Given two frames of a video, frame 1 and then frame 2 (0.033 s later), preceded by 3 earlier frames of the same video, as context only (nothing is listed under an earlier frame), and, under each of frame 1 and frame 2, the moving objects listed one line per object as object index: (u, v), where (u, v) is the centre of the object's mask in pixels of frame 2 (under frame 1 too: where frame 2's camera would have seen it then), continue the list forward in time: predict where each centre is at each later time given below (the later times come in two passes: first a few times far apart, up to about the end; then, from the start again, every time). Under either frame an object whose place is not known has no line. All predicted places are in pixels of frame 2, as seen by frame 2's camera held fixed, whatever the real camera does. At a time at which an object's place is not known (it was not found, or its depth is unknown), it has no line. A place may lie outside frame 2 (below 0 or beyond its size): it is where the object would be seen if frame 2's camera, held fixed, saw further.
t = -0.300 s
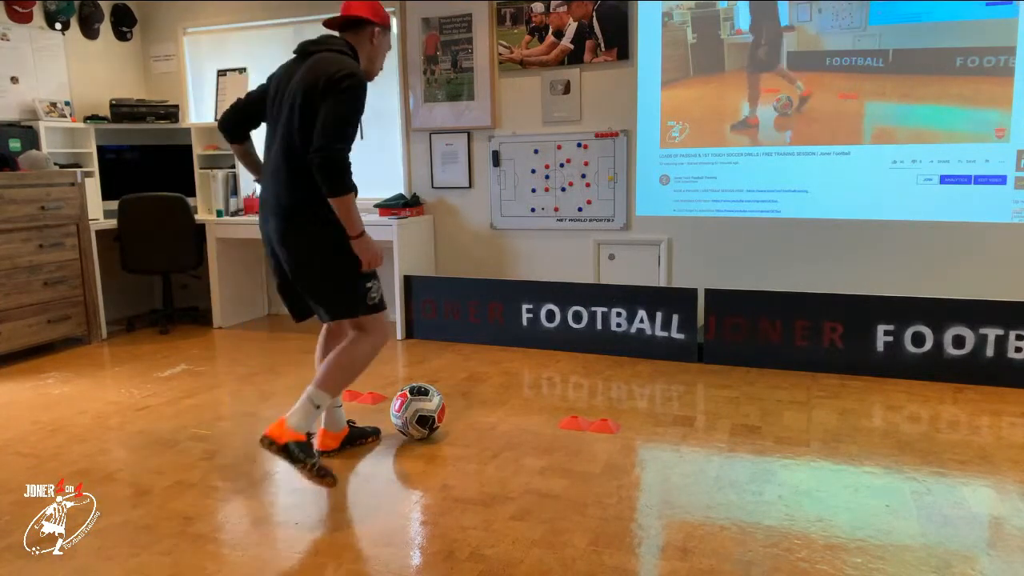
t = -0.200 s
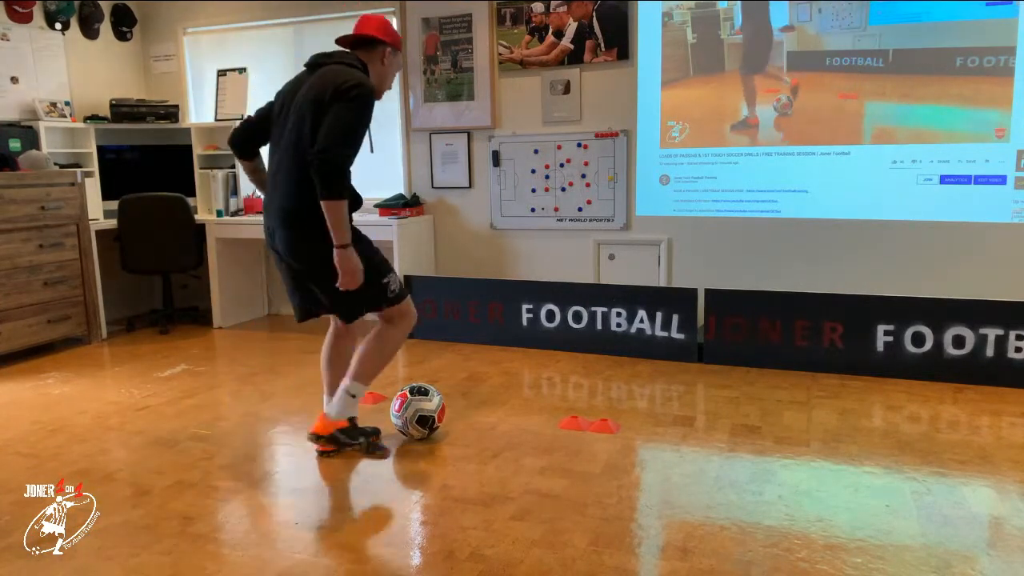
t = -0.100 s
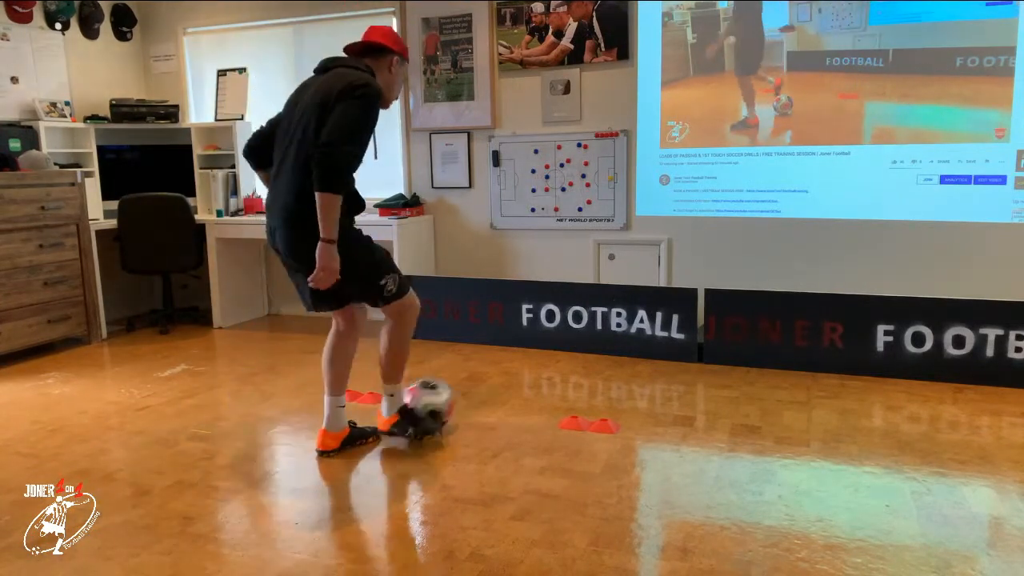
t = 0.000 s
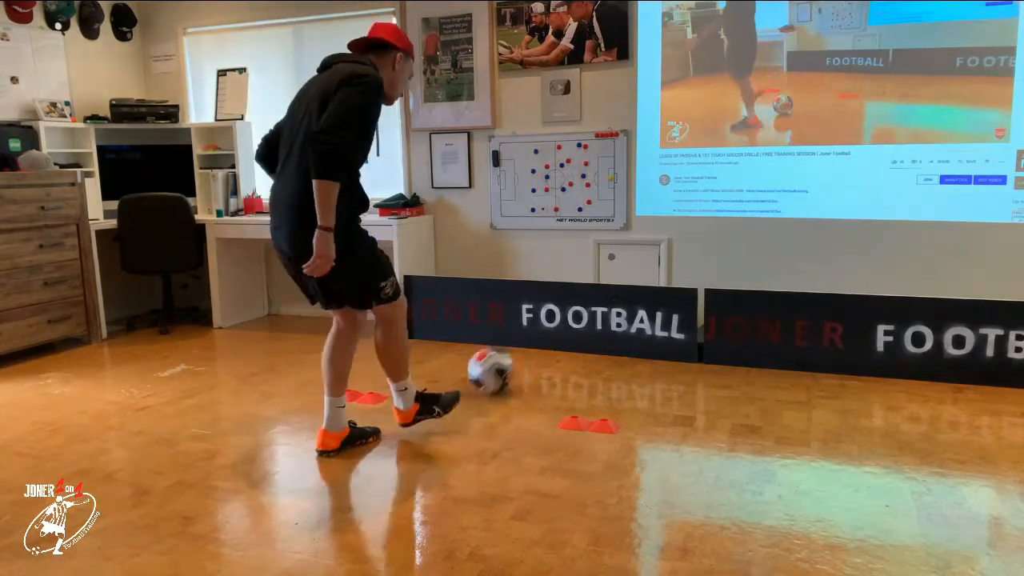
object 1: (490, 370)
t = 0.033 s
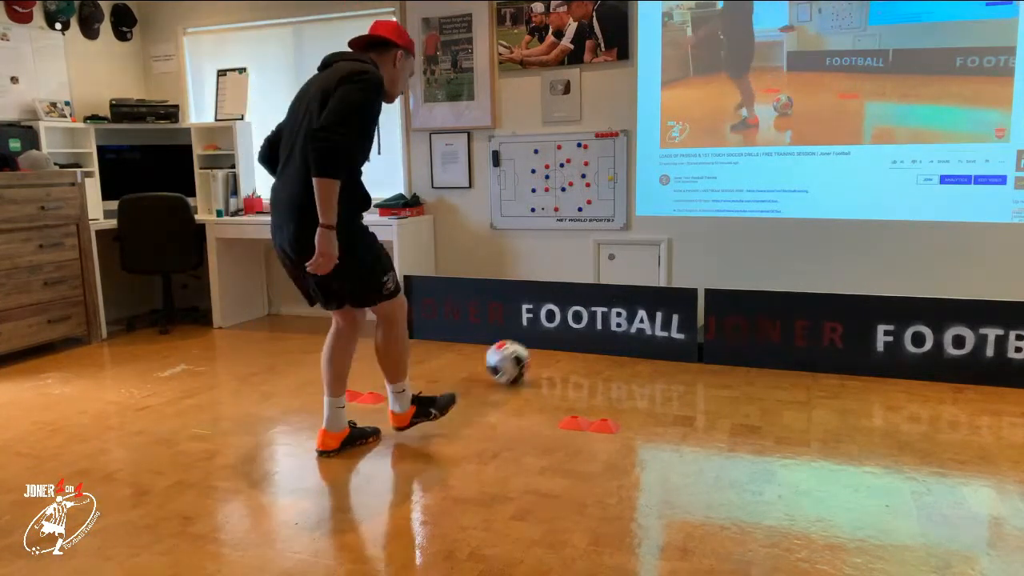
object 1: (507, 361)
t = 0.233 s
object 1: (545, 343)
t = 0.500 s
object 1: (512, 377)
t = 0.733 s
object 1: (486, 405)
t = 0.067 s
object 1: (522, 352)
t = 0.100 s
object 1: (536, 346)
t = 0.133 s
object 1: (547, 340)
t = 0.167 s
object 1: (554, 336)
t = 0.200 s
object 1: (549, 338)
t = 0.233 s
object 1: (545, 343)
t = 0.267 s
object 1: (540, 350)
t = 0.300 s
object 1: (536, 354)
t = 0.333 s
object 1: (532, 356)
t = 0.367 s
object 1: (527, 362)
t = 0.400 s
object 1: (523, 367)
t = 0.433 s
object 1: (518, 370)
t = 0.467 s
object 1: (515, 375)
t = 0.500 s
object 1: (512, 377)
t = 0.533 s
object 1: (508, 382)
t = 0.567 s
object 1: (504, 385)
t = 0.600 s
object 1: (501, 389)
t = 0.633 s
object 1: (498, 393)
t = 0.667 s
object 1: (494, 397)
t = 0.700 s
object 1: (491, 401)
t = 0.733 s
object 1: (486, 405)
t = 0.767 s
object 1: (482, 410)
